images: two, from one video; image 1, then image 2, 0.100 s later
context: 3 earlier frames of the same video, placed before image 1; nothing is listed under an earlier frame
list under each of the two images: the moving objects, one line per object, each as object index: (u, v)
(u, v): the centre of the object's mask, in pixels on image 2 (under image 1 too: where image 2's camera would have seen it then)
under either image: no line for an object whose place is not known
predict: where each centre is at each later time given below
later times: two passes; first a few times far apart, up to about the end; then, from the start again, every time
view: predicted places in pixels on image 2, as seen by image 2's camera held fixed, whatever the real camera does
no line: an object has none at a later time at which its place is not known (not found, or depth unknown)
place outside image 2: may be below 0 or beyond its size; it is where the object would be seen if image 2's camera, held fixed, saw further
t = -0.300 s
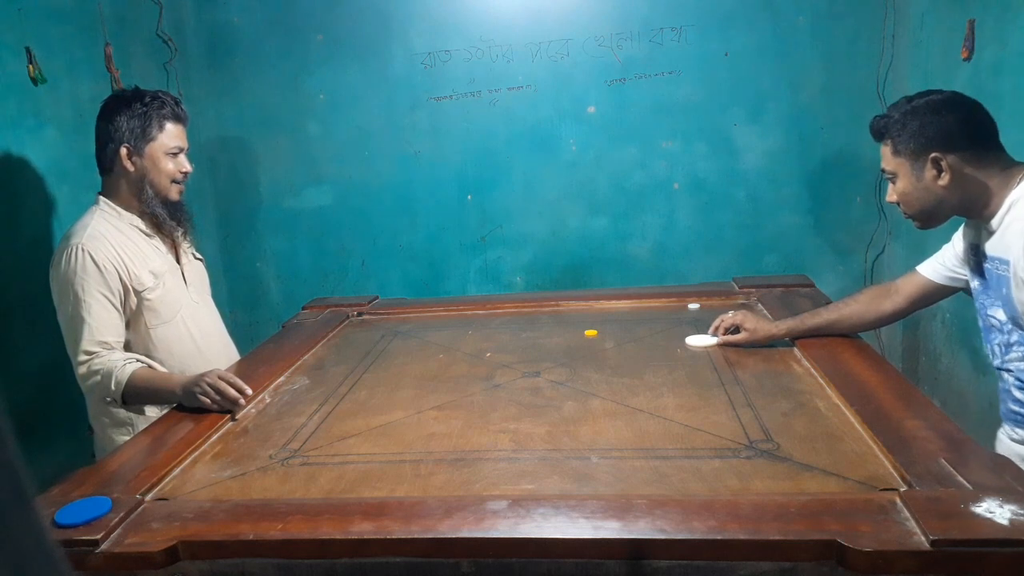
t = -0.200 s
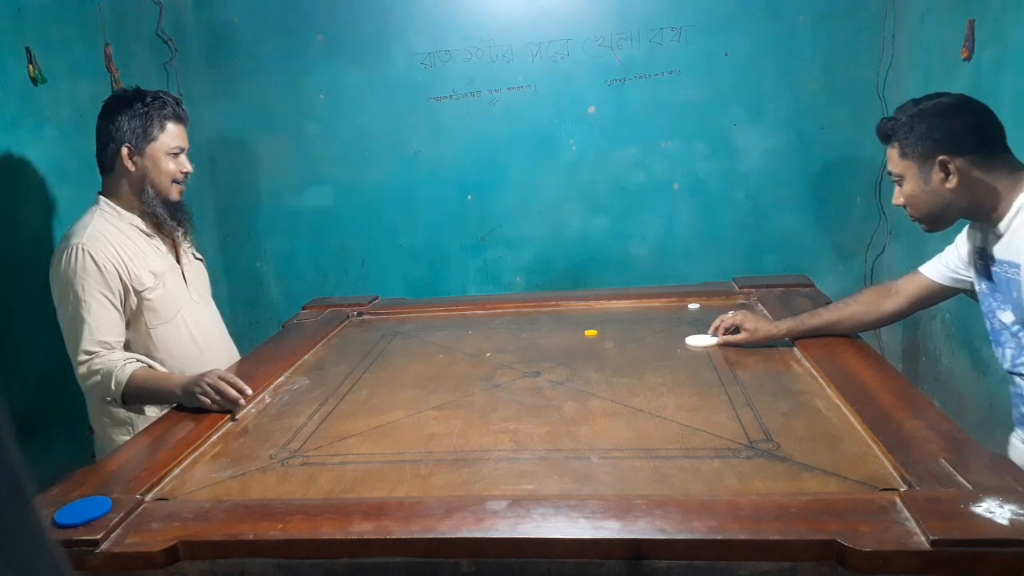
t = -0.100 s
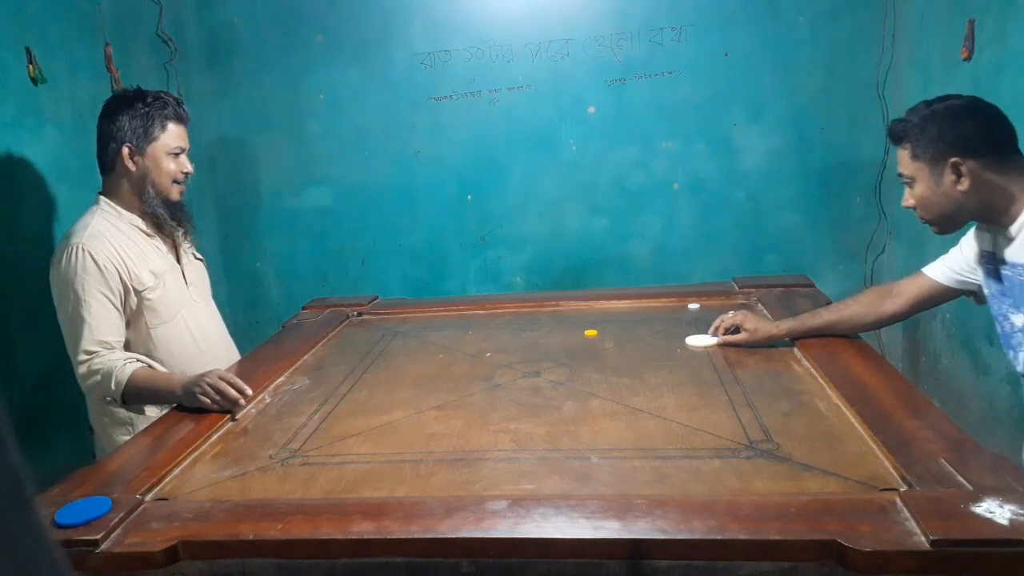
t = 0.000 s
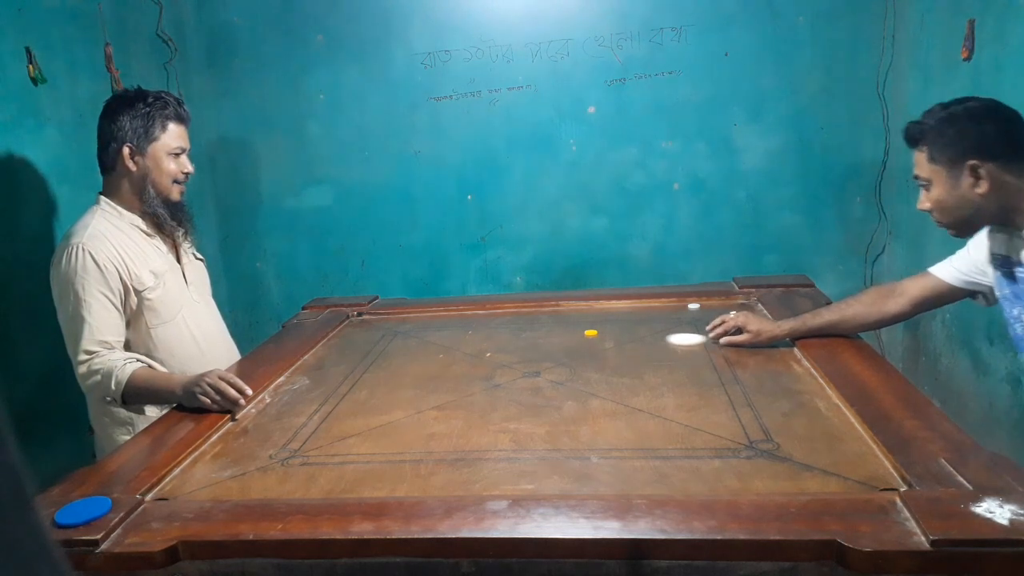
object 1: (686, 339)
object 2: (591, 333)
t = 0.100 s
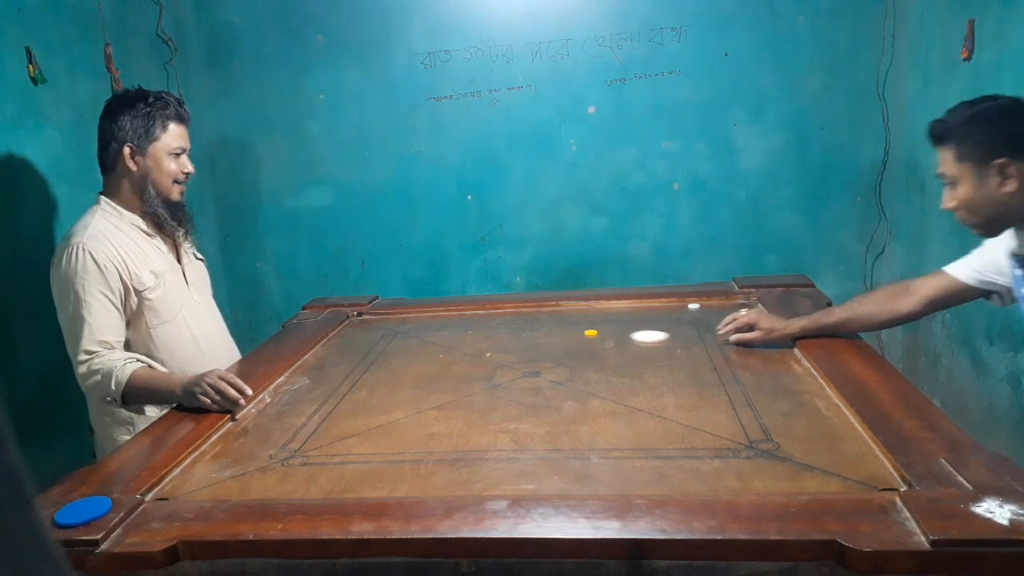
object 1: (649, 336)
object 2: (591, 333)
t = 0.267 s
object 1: (599, 332)
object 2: (564, 331)
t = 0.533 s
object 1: (543, 327)
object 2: (445, 324)
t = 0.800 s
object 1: (500, 323)
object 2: (357, 319)
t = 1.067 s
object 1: (466, 320)
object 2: (405, 318)
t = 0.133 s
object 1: (638, 335)
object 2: (591, 333)
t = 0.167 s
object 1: (627, 335)
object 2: (590, 333)
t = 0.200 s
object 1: (616, 334)
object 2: (590, 333)
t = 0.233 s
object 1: (607, 333)
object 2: (580, 332)
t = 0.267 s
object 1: (599, 332)
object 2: (564, 331)
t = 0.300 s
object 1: (591, 331)
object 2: (548, 330)
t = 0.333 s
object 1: (583, 331)
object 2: (532, 330)
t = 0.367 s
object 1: (576, 330)
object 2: (516, 328)
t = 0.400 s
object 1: (569, 330)
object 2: (501, 328)
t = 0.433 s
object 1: (562, 329)
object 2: (486, 327)
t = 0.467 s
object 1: (555, 328)
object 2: (472, 326)
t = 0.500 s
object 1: (549, 328)
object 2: (458, 325)
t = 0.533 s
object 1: (543, 327)
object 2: (445, 324)
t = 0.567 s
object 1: (537, 327)
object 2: (432, 324)
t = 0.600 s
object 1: (531, 326)
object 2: (419, 323)
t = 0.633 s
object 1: (525, 326)
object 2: (406, 323)
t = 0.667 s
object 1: (520, 325)
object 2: (393, 322)
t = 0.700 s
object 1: (515, 325)
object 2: (381, 321)
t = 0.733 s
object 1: (509, 324)
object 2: (370, 320)
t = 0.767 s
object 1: (504, 324)
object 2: (358, 320)
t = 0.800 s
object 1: (500, 323)
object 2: (357, 319)
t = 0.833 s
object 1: (495, 323)
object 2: (364, 318)
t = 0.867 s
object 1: (491, 322)
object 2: (370, 319)
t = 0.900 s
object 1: (486, 322)
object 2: (377, 319)
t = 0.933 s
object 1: (482, 322)
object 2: (383, 319)
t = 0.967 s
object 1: (478, 321)
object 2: (389, 319)
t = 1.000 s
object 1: (474, 320)
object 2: (395, 319)
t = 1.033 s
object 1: (470, 320)
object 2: (400, 318)
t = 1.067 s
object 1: (466, 320)
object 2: (405, 318)
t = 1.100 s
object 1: (462, 319)
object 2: (411, 318)
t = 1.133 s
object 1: (459, 319)
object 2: (416, 318)
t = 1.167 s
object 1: (456, 319)
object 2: (421, 318)
